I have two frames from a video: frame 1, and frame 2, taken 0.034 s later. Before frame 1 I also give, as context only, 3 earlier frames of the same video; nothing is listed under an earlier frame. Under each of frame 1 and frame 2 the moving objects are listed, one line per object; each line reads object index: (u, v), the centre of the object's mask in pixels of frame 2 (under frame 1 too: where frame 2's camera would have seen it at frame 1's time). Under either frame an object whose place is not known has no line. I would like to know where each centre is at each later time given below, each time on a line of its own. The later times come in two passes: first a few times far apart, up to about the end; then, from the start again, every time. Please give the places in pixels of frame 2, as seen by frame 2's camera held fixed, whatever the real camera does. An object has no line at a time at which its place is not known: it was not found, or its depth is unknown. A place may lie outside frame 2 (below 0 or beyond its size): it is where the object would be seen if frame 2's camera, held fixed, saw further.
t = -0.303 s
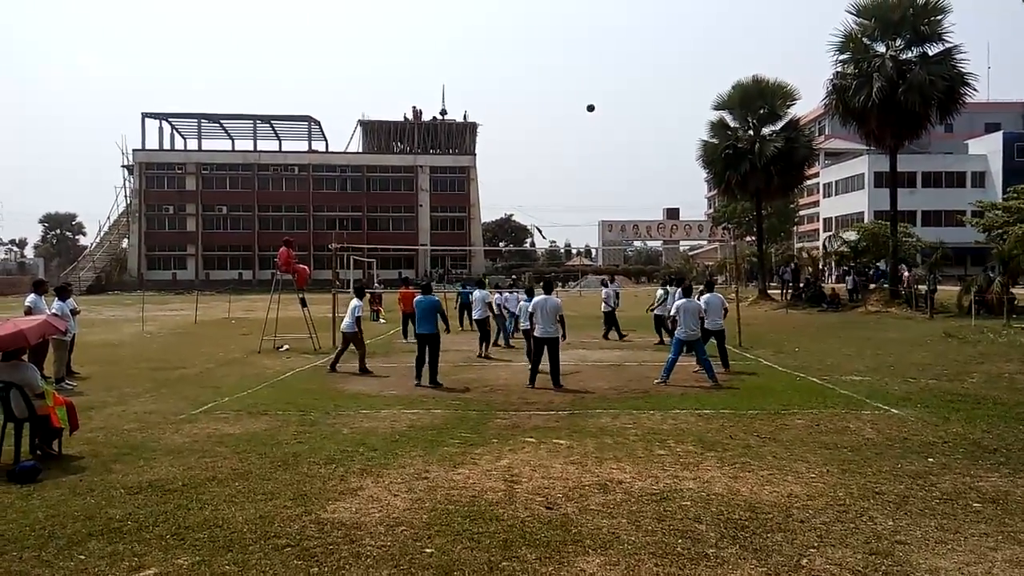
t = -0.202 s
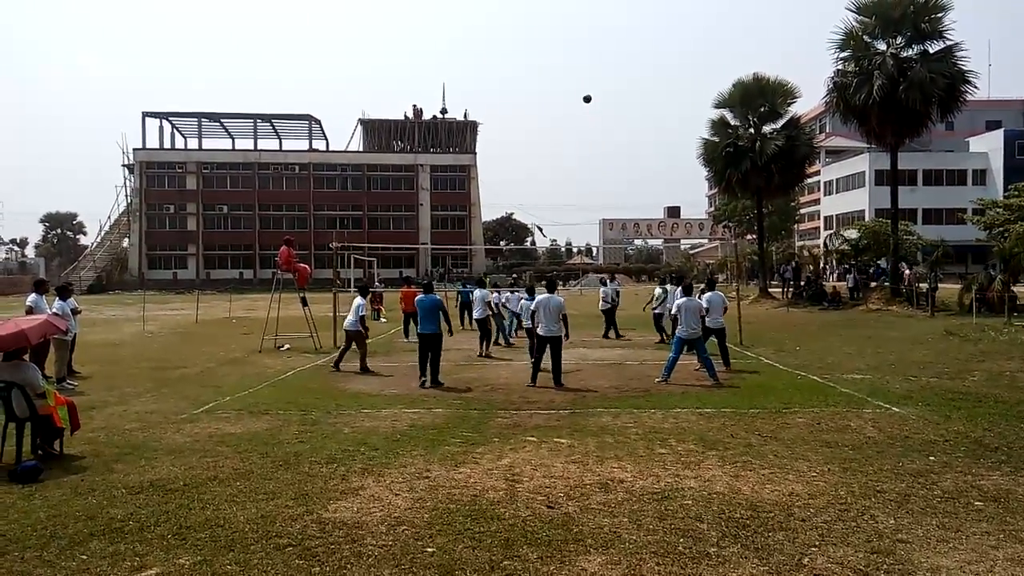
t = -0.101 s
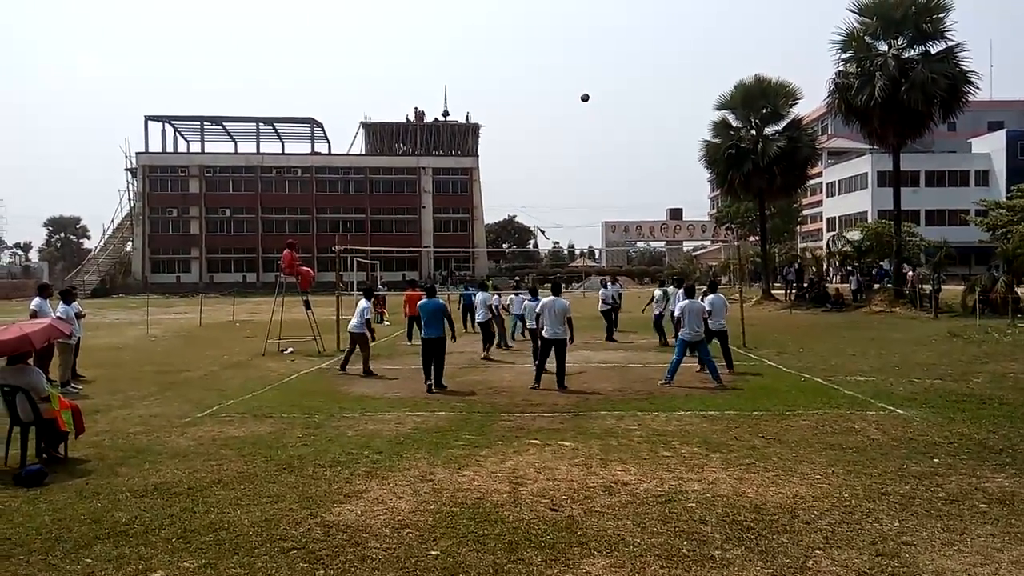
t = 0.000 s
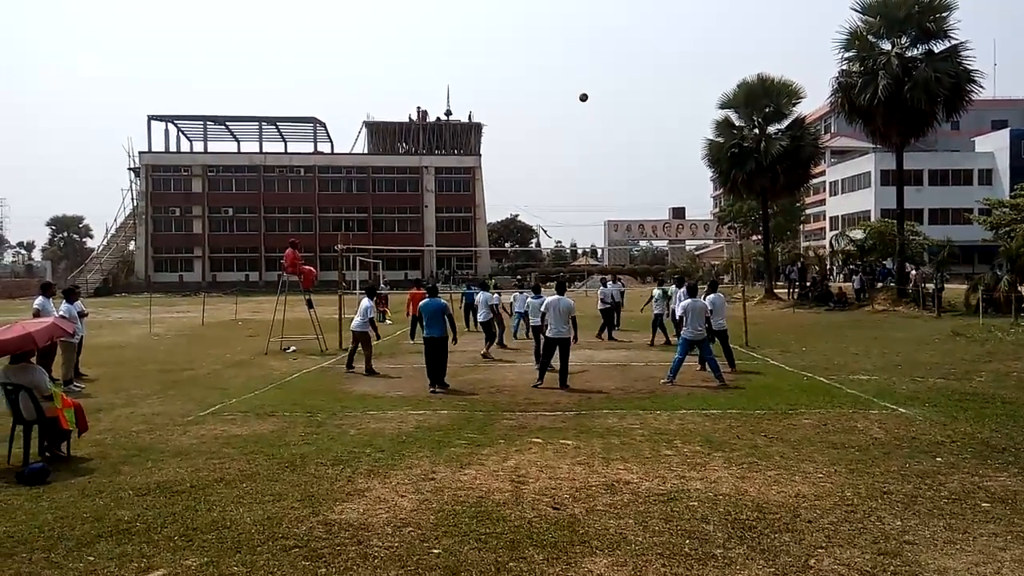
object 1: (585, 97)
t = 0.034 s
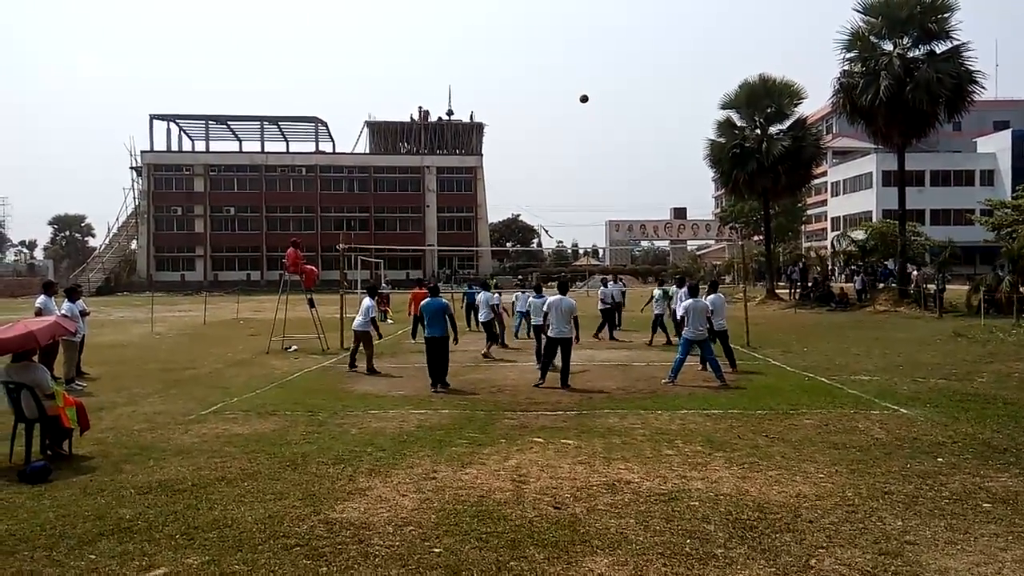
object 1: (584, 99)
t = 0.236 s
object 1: (576, 116)
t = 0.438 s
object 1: (568, 154)
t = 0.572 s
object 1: (563, 189)
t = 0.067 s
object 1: (582, 101)
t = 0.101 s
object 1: (582, 103)
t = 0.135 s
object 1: (580, 105)
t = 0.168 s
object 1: (579, 108)
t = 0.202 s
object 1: (578, 113)
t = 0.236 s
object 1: (576, 116)
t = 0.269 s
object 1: (575, 121)
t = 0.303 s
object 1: (573, 126)
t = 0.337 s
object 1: (572, 132)
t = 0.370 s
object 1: (570, 139)
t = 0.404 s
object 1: (569, 146)
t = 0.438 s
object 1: (568, 154)
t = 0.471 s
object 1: (566, 161)
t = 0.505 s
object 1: (565, 170)
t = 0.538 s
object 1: (564, 179)
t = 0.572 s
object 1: (563, 189)
